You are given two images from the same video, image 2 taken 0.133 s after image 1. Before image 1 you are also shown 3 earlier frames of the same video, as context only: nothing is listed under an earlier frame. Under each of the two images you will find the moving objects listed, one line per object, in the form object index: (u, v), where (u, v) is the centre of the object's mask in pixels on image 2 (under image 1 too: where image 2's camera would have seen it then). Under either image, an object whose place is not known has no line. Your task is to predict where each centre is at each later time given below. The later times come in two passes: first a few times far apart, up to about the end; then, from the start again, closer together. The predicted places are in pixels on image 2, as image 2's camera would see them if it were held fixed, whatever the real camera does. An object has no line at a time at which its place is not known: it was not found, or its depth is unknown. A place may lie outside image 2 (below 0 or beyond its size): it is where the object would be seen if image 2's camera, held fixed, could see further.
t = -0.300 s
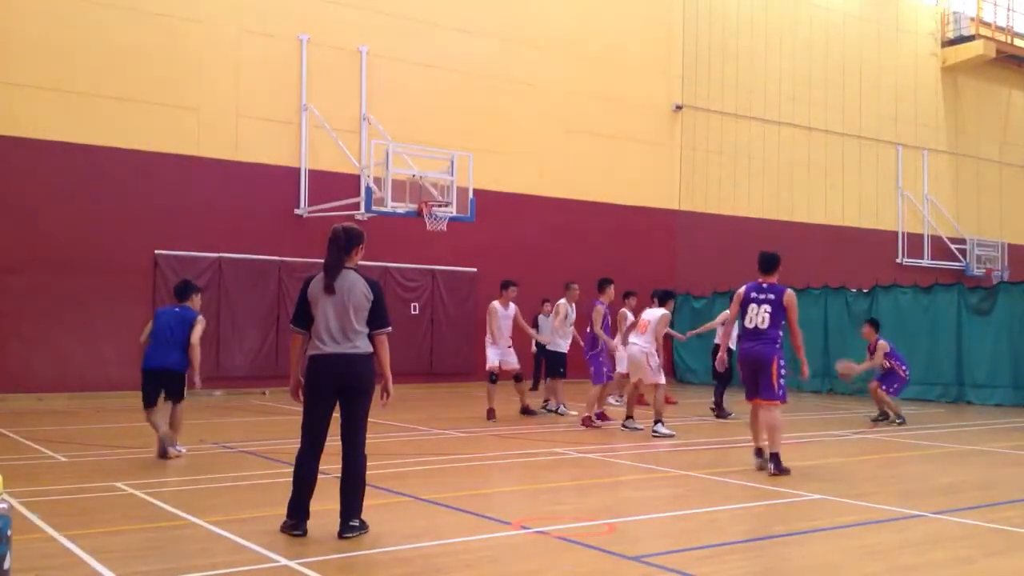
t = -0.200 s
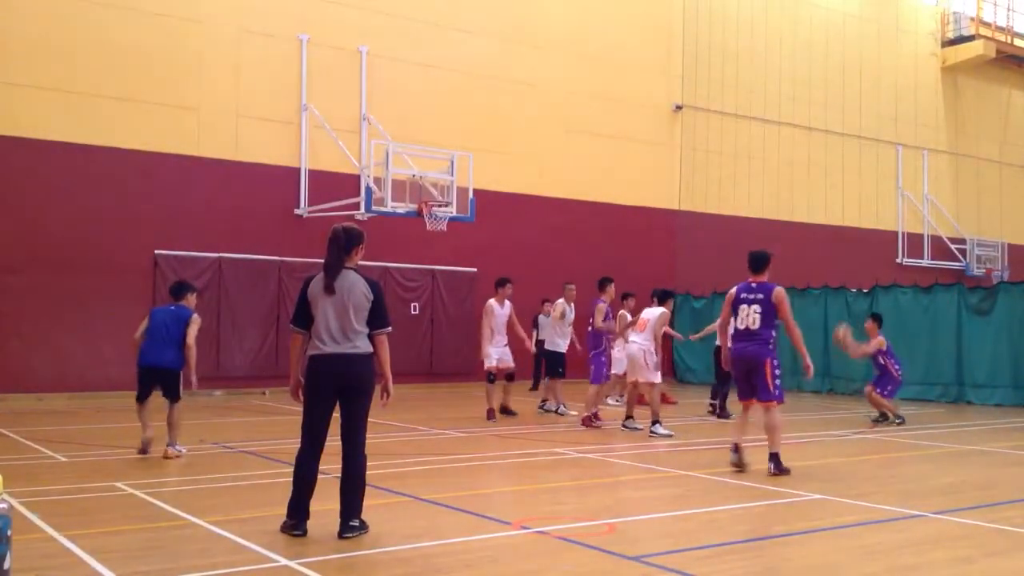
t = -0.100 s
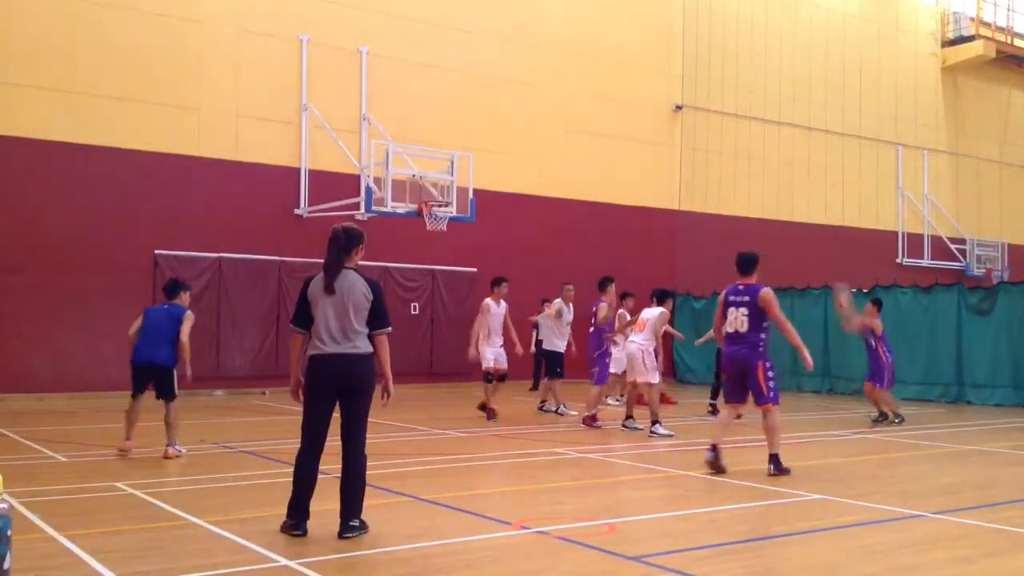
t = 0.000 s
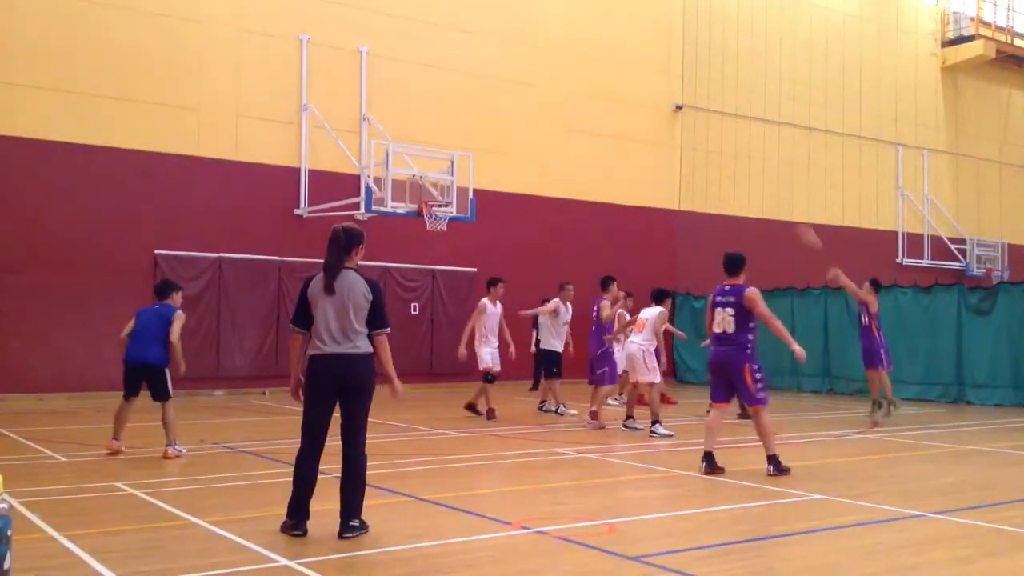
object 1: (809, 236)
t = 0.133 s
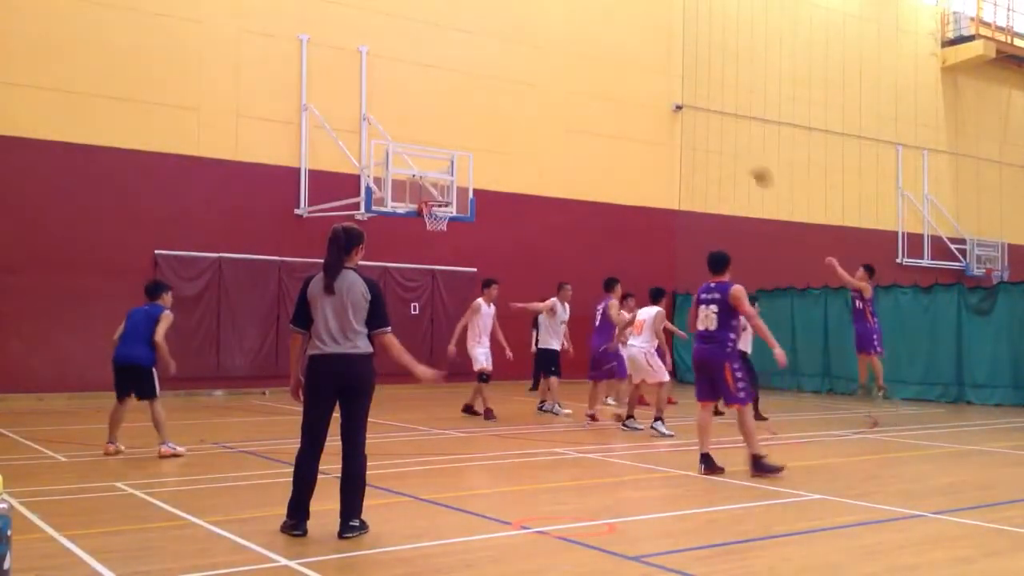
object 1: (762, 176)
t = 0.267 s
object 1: (717, 127)
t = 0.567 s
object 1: (626, 72)
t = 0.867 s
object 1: (544, 79)
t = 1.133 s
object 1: (478, 132)
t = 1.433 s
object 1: (440, 182)
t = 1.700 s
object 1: (462, 161)
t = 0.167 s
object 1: (750, 162)
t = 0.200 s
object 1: (739, 150)
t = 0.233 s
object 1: (727, 138)
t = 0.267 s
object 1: (717, 127)
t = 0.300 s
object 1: (707, 117)
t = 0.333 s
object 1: (696, 109)
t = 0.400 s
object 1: (676, 93)
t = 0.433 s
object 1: (665, 88)
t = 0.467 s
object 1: (655, 82)
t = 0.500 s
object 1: (645, 78)
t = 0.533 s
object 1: (636, 74)
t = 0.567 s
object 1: (626, 72)
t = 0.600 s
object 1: (617, 70)
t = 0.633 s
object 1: (608, 68)
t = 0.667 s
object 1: (598, 68)
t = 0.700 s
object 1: (589, 67)
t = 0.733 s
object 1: (580, 69)
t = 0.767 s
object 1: (571, 70)
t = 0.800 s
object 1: (562, 72)
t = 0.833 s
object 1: (553, 75)
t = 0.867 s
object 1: (544, 79)
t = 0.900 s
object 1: (535, 84)
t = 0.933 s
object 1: (526, 89)
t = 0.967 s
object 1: (518, 95)
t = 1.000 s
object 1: (510, 101)
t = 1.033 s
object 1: (502, 108)
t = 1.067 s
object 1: (494, 116)
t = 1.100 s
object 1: (486, 124)
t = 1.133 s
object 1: (478, 132)
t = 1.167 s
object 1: (470, 141)
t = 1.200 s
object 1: (462, 151)
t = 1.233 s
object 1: (454, 162)
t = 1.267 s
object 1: (445, 173)
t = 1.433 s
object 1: (440, 182)
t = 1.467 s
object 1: (443, 176)
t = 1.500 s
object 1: (445, 172)
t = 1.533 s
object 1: (448, 168)
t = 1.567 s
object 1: (451, 165)
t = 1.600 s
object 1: (454, 164)
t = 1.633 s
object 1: (457, 162)
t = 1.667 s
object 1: (459, 161)
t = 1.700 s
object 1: (462, 161)
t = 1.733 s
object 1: (465, 161)
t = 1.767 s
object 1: (468, 163)
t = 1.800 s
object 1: (470, 165)
